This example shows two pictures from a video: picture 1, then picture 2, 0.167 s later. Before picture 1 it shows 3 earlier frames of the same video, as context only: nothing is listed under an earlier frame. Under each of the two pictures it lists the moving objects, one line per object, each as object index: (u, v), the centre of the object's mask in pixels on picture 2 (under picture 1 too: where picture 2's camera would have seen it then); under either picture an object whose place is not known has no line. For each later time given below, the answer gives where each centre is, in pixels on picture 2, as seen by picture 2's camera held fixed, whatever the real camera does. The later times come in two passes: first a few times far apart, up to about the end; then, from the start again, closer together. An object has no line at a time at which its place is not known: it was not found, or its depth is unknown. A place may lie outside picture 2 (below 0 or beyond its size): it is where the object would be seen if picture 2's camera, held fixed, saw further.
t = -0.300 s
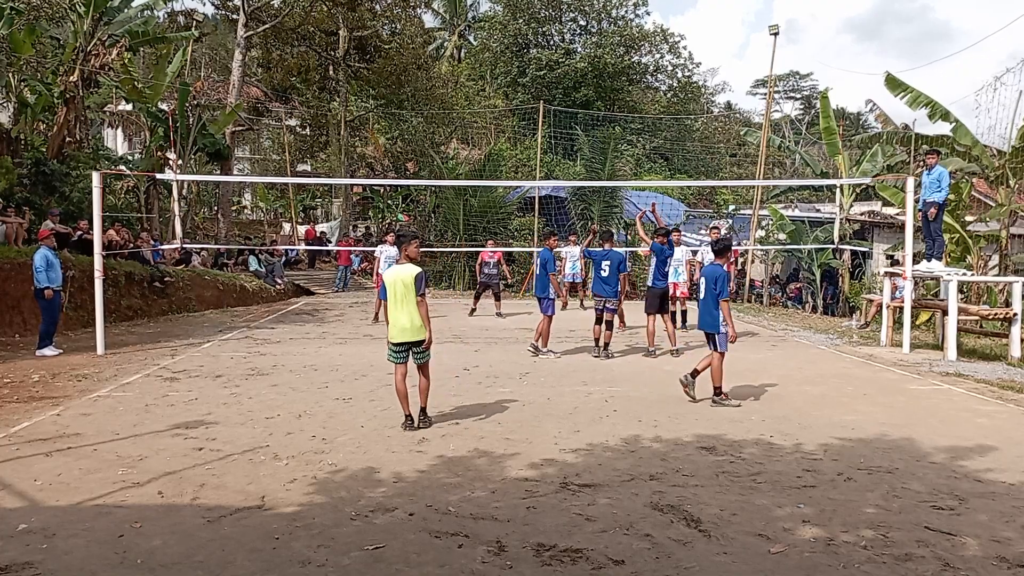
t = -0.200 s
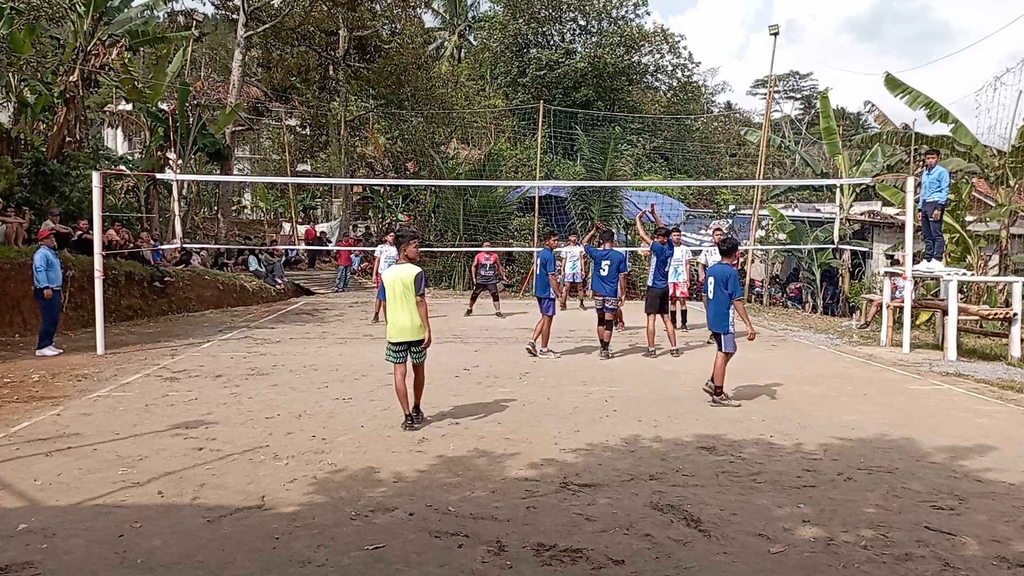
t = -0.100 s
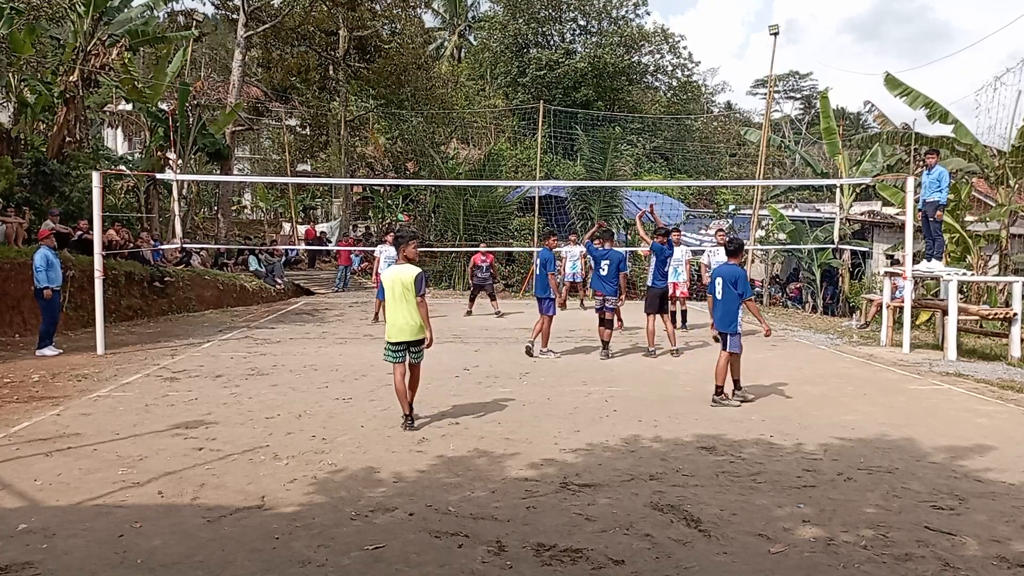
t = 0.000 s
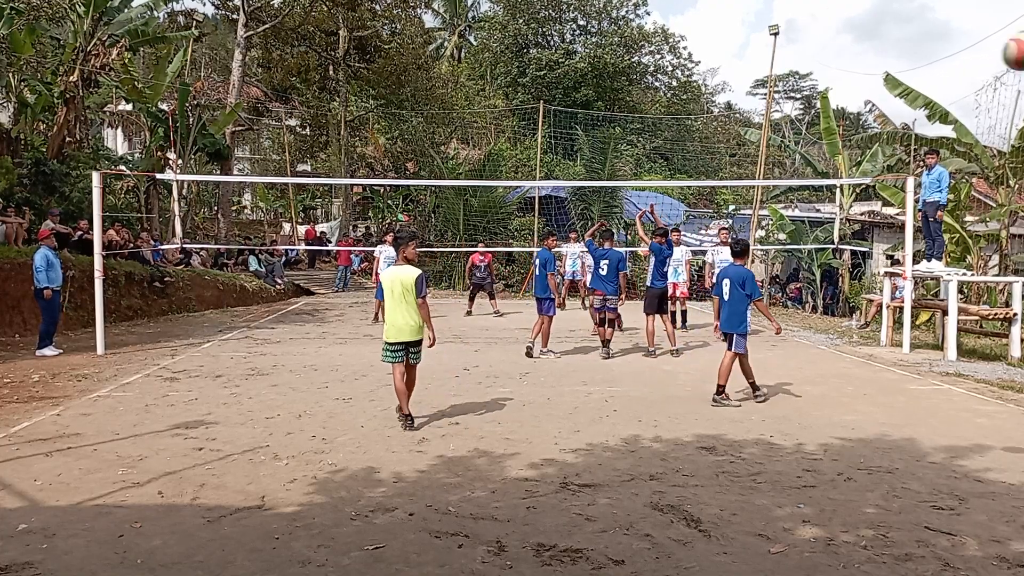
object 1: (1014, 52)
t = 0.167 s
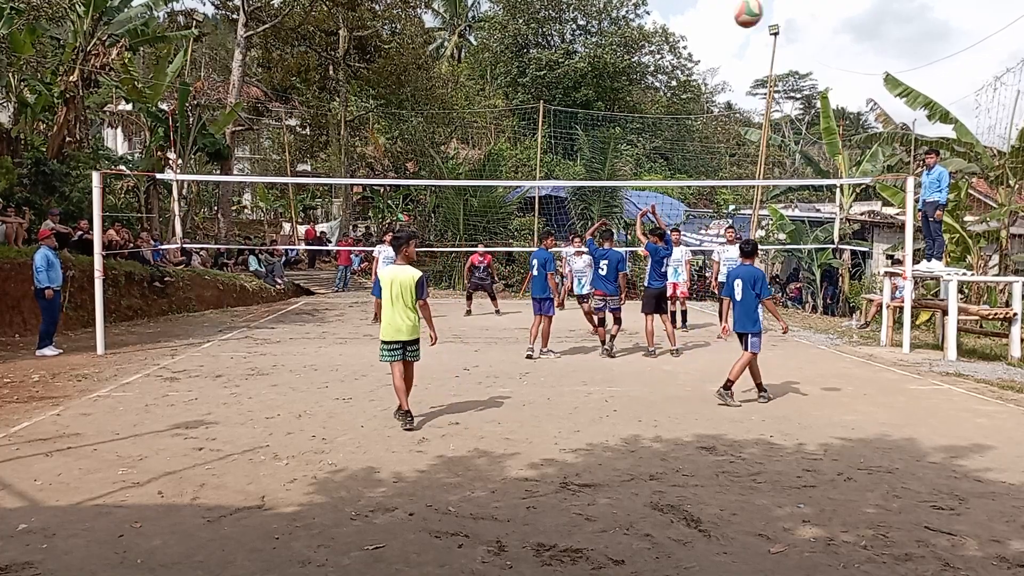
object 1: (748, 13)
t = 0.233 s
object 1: (682, 11)
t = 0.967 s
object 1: (426, 146)
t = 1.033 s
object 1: (417, 164)
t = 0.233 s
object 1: (682, 11)
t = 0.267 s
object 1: (656, 12)
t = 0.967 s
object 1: (426, 146)
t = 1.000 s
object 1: (421, 155)
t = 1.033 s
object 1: (417, 164)
